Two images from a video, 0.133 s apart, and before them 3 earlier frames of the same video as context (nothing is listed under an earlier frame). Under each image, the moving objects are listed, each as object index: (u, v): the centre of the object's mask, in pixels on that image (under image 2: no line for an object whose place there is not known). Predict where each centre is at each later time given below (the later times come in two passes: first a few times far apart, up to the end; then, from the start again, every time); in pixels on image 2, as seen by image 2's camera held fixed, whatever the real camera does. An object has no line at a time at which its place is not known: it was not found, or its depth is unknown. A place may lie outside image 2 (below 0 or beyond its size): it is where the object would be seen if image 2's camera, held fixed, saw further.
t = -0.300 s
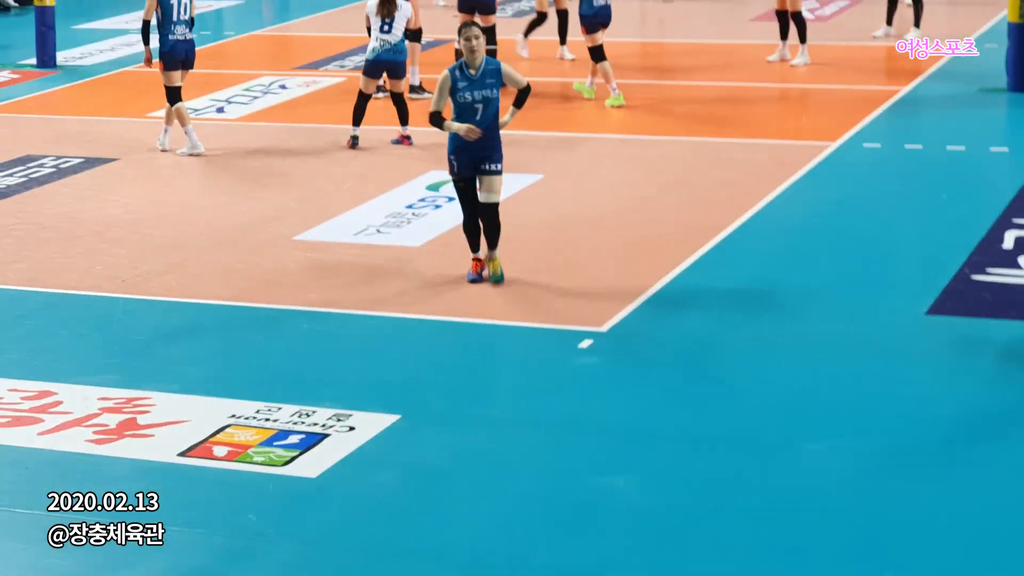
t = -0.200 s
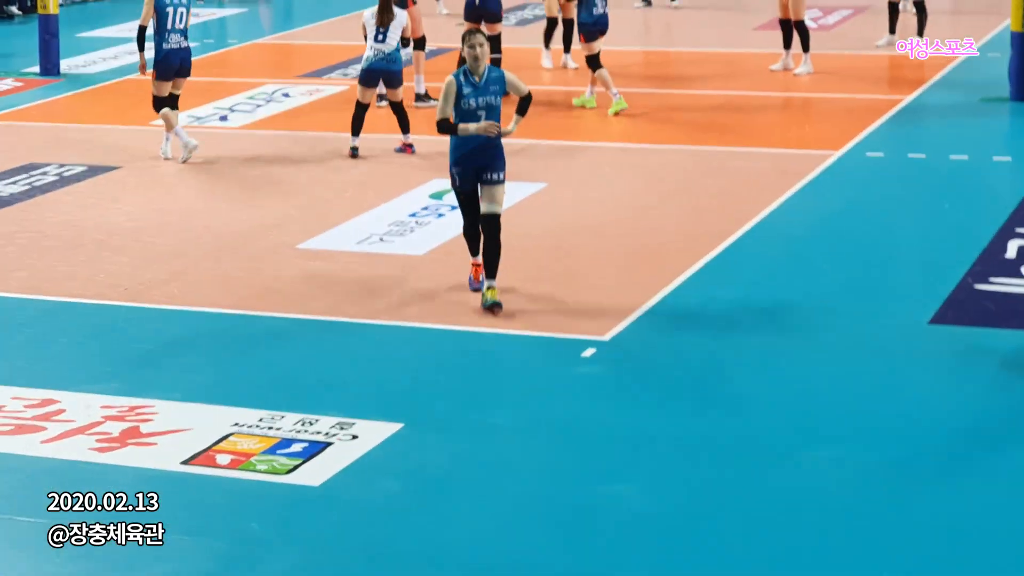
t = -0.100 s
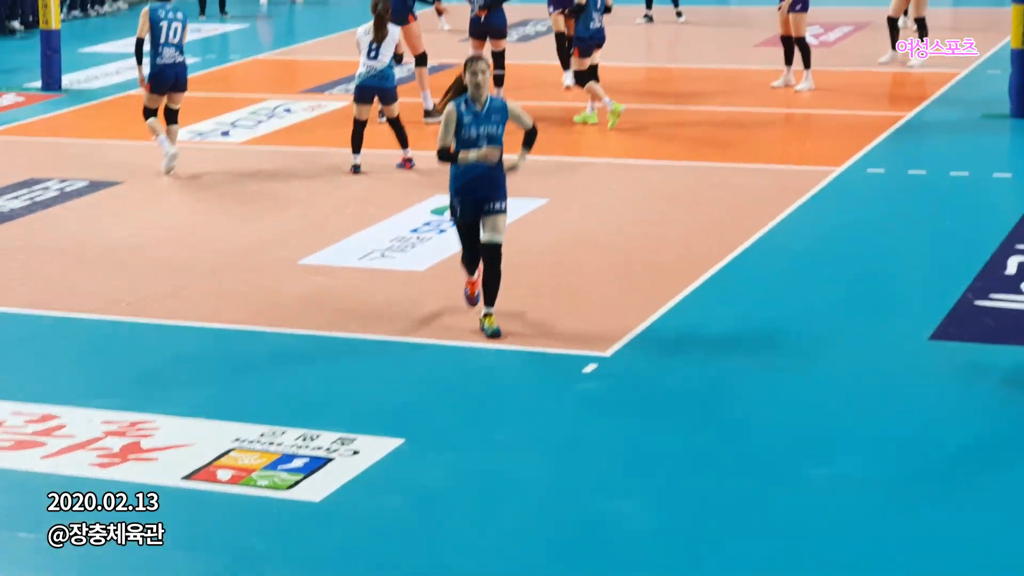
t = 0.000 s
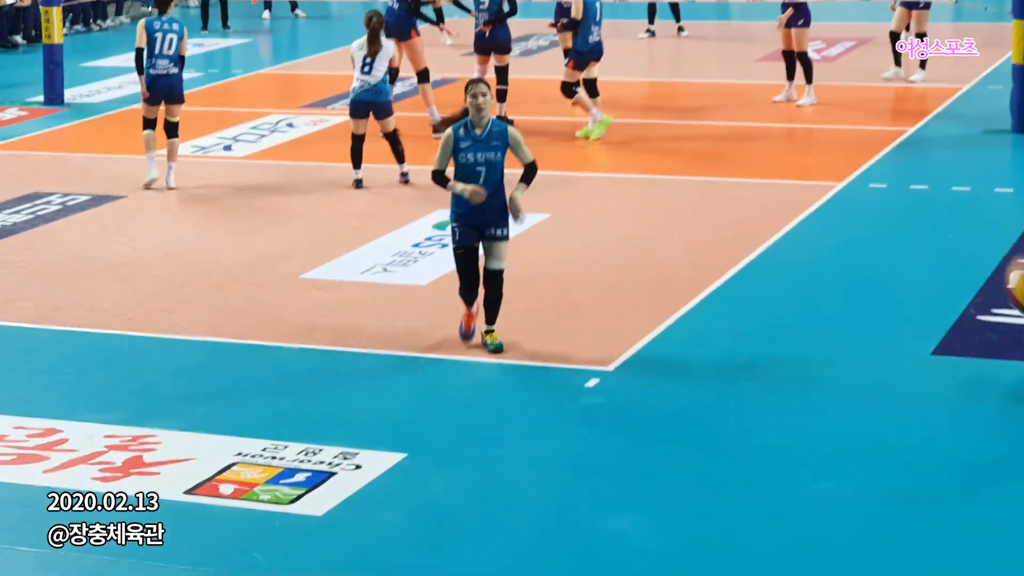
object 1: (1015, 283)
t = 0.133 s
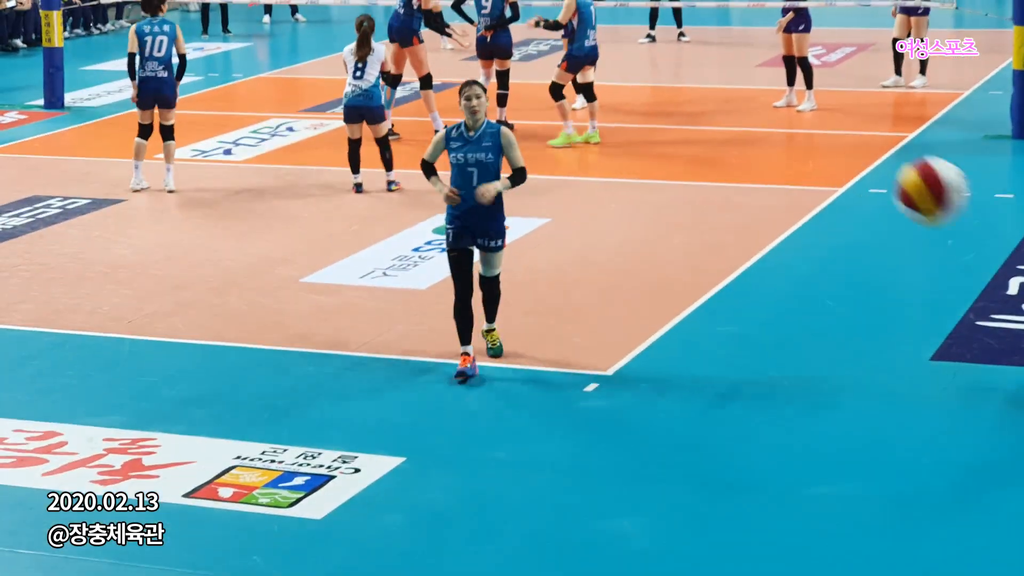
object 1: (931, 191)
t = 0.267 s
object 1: (831, 154)
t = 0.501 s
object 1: (687, 215)
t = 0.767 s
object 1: (565, 424)
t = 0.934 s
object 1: (513, 528)
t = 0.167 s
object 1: (906, 177)
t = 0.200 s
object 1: (880, 166)
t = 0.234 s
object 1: (855, 158)
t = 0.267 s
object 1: (831, 154)
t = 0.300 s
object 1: (808, 154)
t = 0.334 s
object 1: (786, 157)
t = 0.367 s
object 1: (765, 163)
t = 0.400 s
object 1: (745, 172)
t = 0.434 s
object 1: (725, 184)
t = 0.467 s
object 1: (705, 199)
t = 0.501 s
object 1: (687, 215)
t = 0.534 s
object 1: (669, 235)
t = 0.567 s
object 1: (652, 256)
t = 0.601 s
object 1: (636, 280)
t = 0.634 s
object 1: (621, 305)
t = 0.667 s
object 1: (606, 332)
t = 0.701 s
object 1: (591, 362)
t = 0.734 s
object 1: (578, 393)
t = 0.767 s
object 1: (565, 424)
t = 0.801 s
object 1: (553, 458)
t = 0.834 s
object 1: (541, 493)
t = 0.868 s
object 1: (530, 529)
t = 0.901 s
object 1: (520, 563)
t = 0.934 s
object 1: (513, 528)
